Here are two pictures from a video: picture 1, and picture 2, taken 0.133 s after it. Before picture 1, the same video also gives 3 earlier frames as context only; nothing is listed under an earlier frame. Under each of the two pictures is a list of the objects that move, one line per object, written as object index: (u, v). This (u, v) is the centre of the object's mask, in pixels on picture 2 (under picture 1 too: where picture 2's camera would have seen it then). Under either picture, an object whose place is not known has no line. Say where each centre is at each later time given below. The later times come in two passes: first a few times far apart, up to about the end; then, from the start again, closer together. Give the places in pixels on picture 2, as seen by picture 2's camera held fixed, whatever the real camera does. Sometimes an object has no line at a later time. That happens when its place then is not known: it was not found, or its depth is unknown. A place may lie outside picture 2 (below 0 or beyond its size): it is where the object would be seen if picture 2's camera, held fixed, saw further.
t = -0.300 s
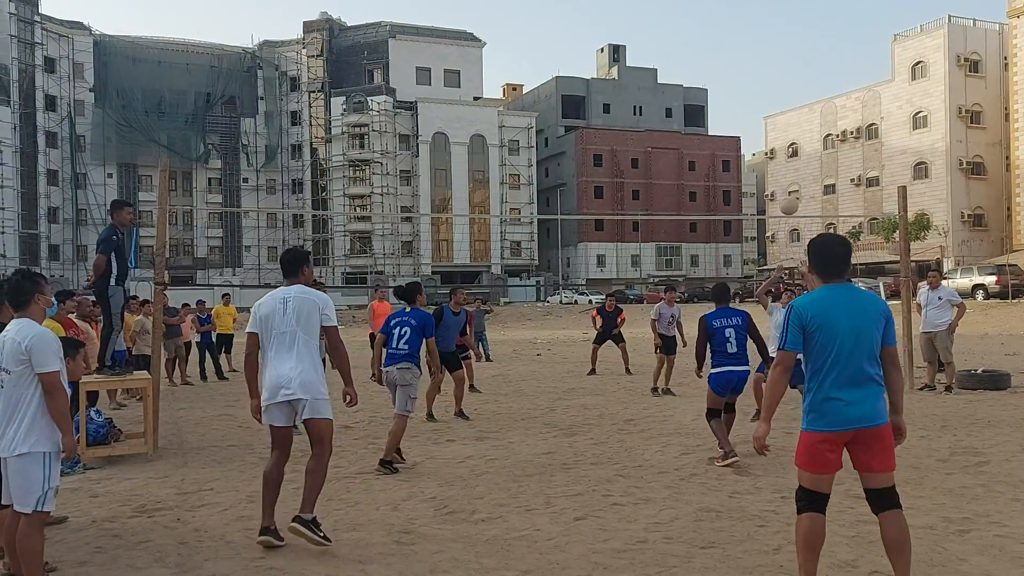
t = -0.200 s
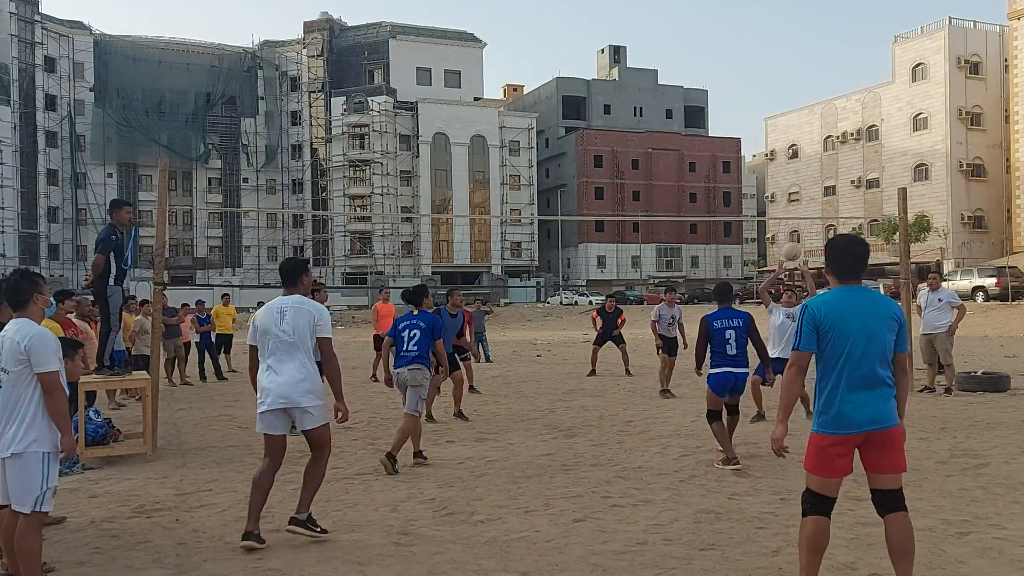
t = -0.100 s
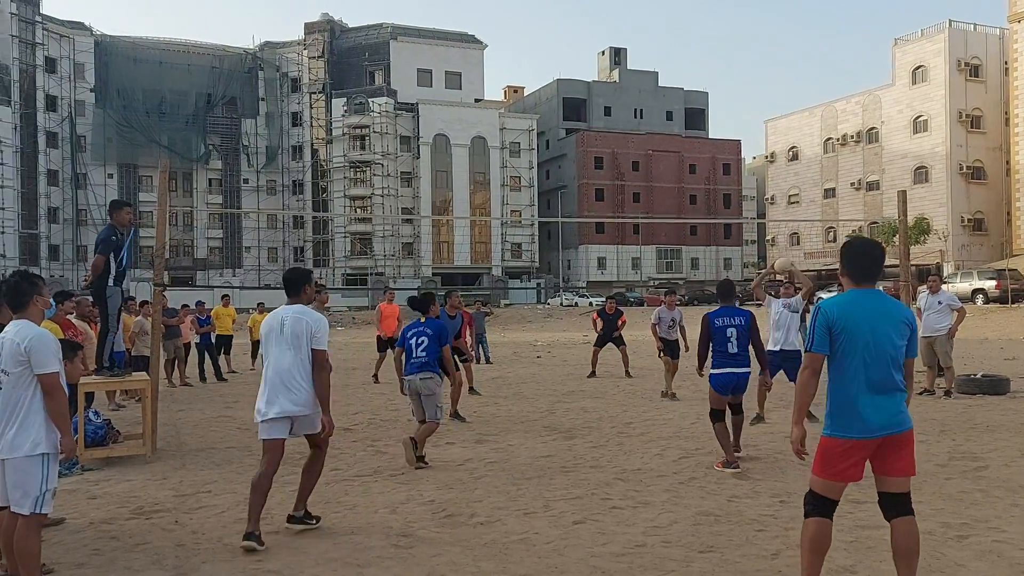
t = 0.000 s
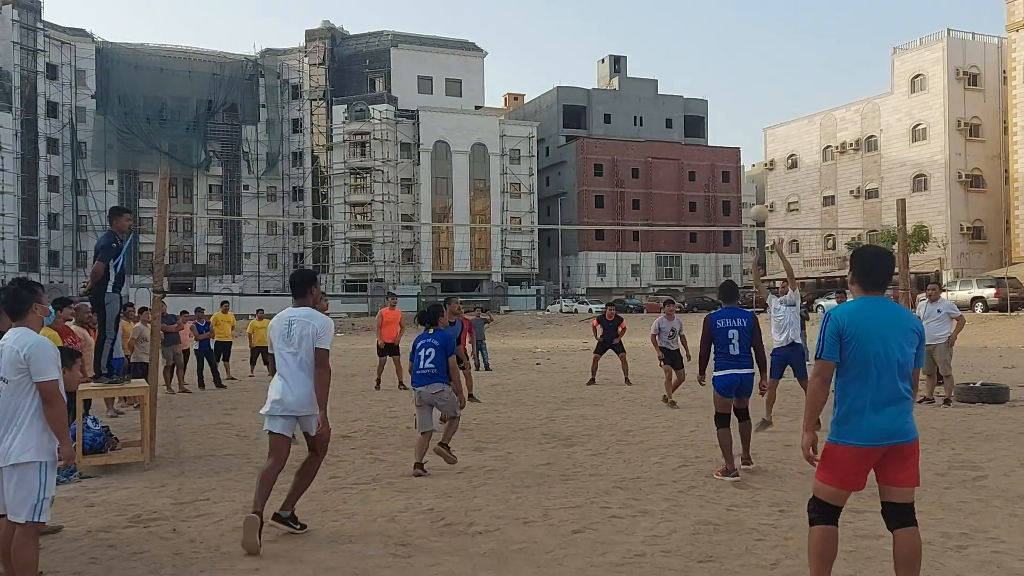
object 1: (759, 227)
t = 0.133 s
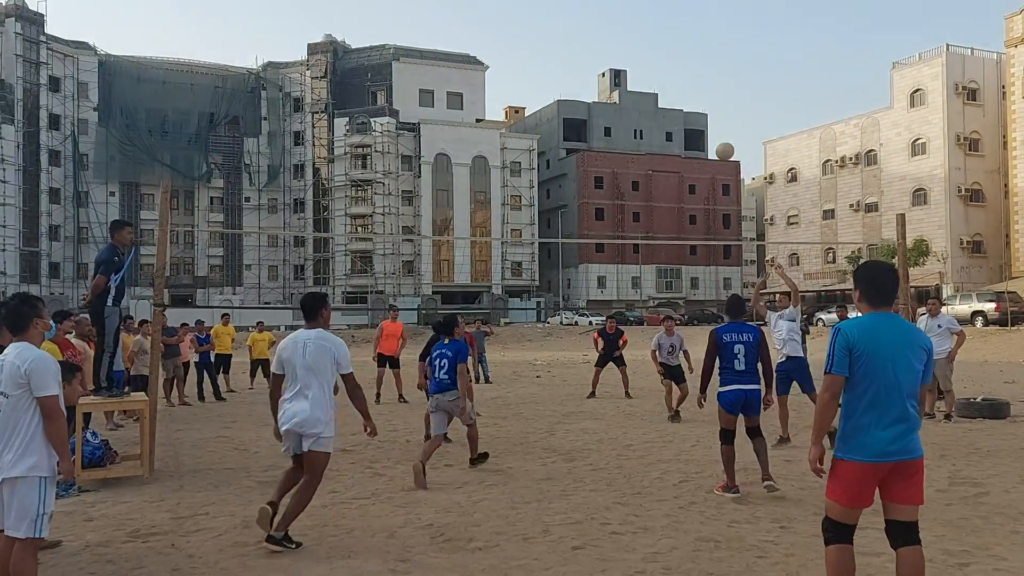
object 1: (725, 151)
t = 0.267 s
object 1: (692, 91)
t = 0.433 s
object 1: (653, 36)
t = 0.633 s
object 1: (605, 1)
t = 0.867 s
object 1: (549, 5)
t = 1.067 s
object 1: (501, 50)
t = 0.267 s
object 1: (692, 91)
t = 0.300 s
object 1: (685, 78)
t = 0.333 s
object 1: (677, 66)
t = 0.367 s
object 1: (669, 55)
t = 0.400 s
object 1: (661, 45)
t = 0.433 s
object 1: (653, 36)
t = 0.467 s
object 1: (645, 28)
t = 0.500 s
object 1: (637, 21)
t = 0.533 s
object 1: (629, 14)
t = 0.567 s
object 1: (621, 9)
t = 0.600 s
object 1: (613, 5)
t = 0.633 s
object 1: (605, 1)
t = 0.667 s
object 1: (597, -1)
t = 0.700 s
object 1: (589, -3)
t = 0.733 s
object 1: (581, -3)
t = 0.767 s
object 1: (573, -3)
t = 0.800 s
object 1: (565, -1)
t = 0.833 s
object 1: (557, 2)
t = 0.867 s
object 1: (549, 5)
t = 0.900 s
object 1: (541, 10)
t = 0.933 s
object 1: (533, 16)
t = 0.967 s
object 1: (524, 22)
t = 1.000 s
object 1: (517, 30)
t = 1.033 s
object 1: (508, 39)
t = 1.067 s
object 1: (501, 50)
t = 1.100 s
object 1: (493, 60)
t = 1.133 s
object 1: (485, 73)
